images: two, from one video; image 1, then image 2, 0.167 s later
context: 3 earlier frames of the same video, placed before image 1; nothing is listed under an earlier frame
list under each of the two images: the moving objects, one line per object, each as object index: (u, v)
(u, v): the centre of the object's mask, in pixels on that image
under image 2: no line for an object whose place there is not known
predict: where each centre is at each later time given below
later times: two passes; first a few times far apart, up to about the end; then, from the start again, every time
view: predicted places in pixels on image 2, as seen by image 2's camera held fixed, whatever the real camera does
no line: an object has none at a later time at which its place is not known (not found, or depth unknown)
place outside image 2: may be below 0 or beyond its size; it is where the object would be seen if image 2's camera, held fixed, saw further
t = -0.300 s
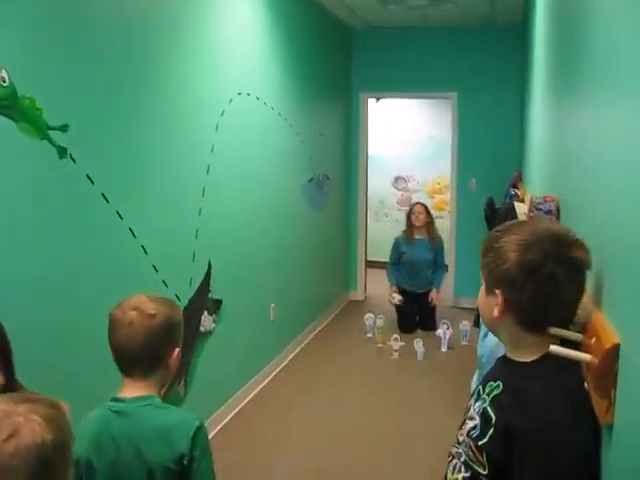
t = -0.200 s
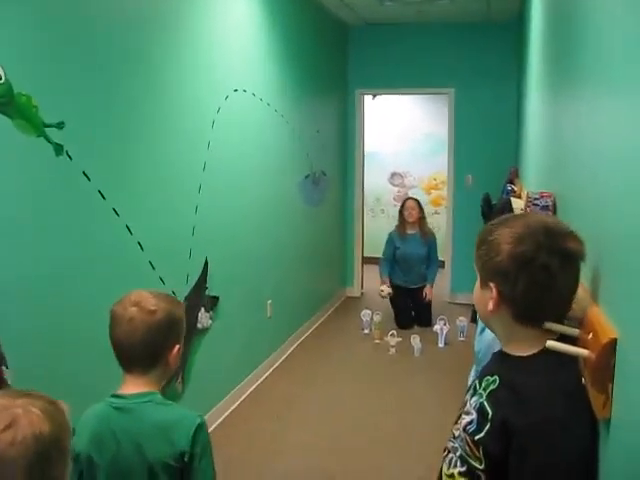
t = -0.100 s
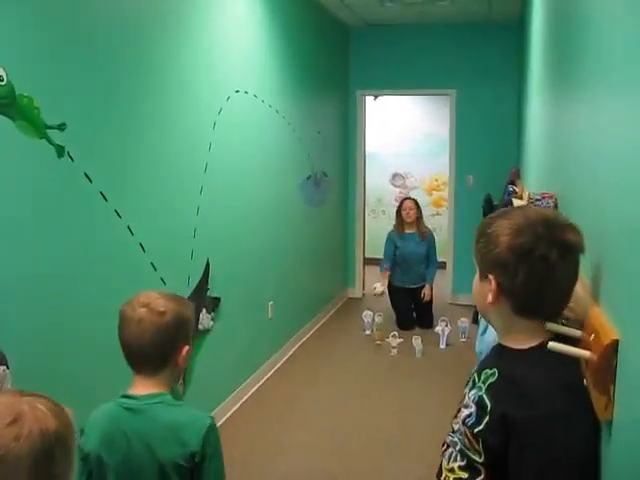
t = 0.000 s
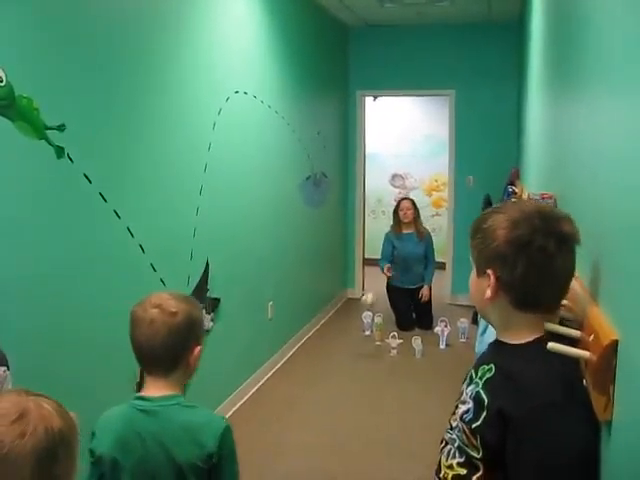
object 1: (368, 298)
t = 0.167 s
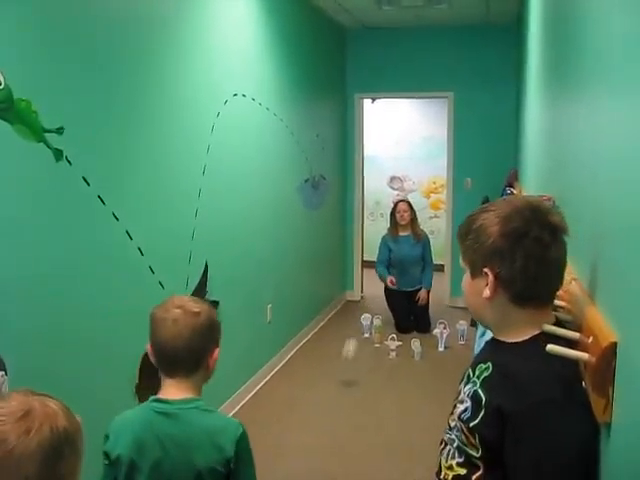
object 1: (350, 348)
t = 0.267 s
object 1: (339, 387)
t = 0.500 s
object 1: (329, 372)
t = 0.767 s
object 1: (314, 428)
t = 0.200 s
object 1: (345, 363)
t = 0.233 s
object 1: (341, 380)
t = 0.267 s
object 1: (339, 387)
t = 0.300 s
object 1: (338, 379)
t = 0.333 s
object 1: (337, 374)
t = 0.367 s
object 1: (335, 371)
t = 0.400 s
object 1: (334, 369)
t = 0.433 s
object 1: (332, 369)
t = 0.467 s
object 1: (330, 370)
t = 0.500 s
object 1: (329, 372)
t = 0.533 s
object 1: (327, 377)
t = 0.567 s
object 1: (325, 383)
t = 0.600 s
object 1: (324, 391)
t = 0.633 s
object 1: (322, 401)
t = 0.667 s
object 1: (320, 413)
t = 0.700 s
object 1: (317, 429)
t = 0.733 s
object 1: (315, 433)
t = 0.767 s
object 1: (314, 428)
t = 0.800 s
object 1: (312, 428)
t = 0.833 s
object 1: (311, 429)
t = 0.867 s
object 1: (309, 430)
